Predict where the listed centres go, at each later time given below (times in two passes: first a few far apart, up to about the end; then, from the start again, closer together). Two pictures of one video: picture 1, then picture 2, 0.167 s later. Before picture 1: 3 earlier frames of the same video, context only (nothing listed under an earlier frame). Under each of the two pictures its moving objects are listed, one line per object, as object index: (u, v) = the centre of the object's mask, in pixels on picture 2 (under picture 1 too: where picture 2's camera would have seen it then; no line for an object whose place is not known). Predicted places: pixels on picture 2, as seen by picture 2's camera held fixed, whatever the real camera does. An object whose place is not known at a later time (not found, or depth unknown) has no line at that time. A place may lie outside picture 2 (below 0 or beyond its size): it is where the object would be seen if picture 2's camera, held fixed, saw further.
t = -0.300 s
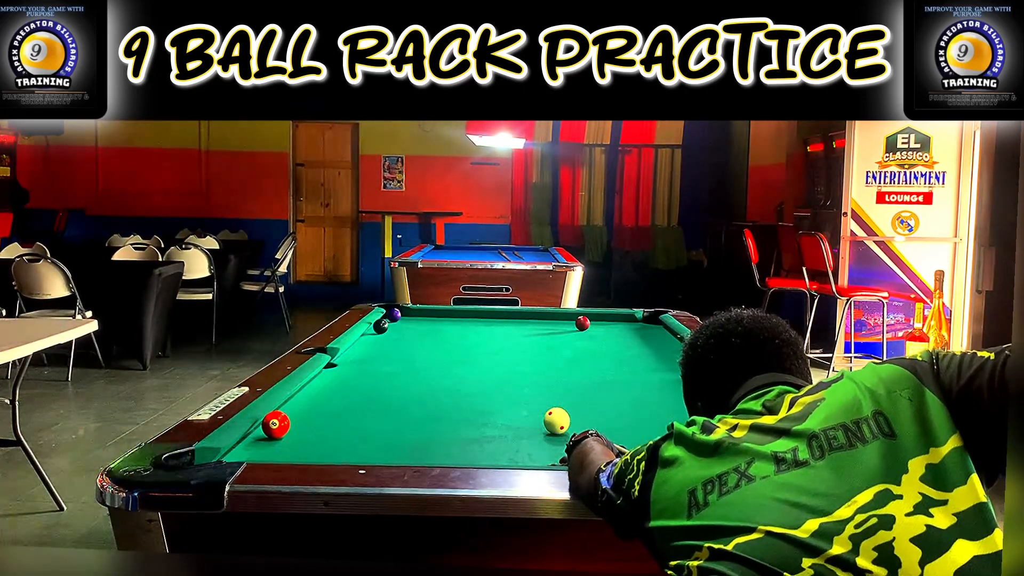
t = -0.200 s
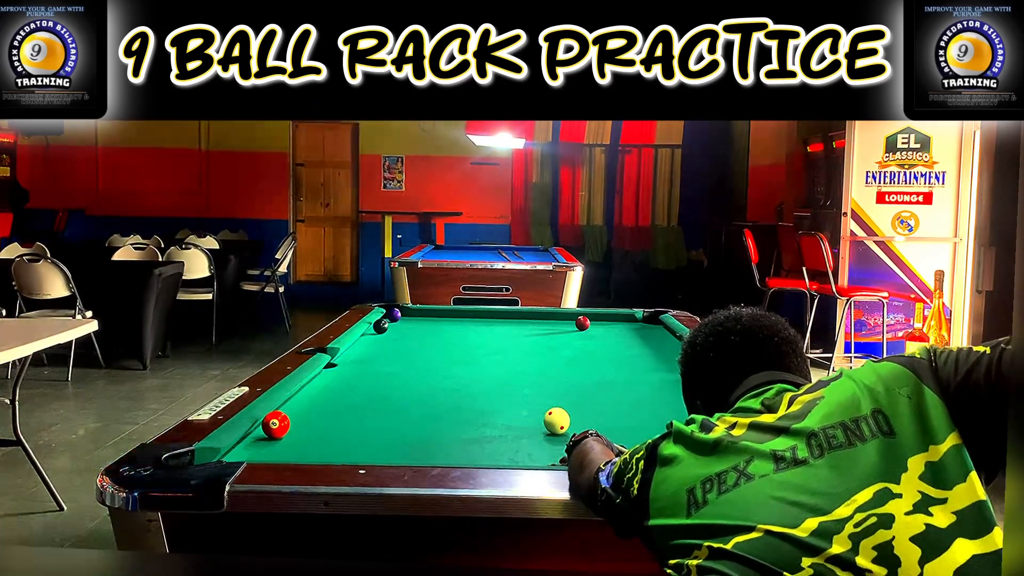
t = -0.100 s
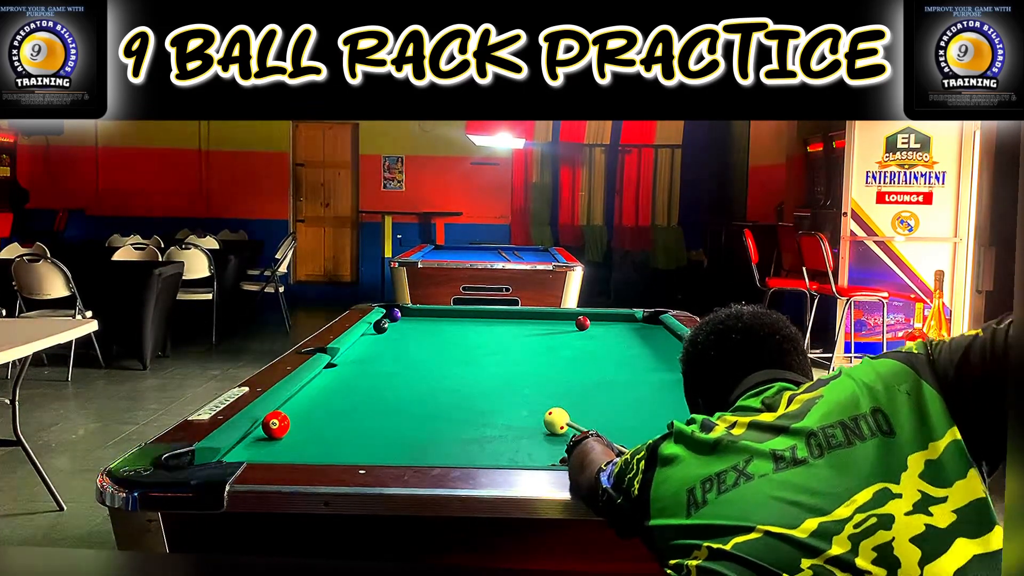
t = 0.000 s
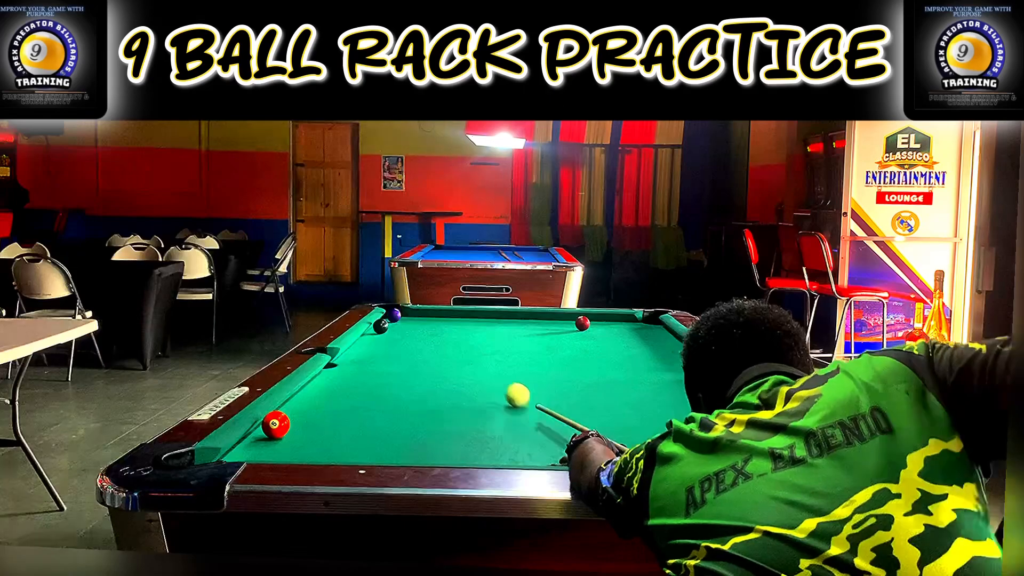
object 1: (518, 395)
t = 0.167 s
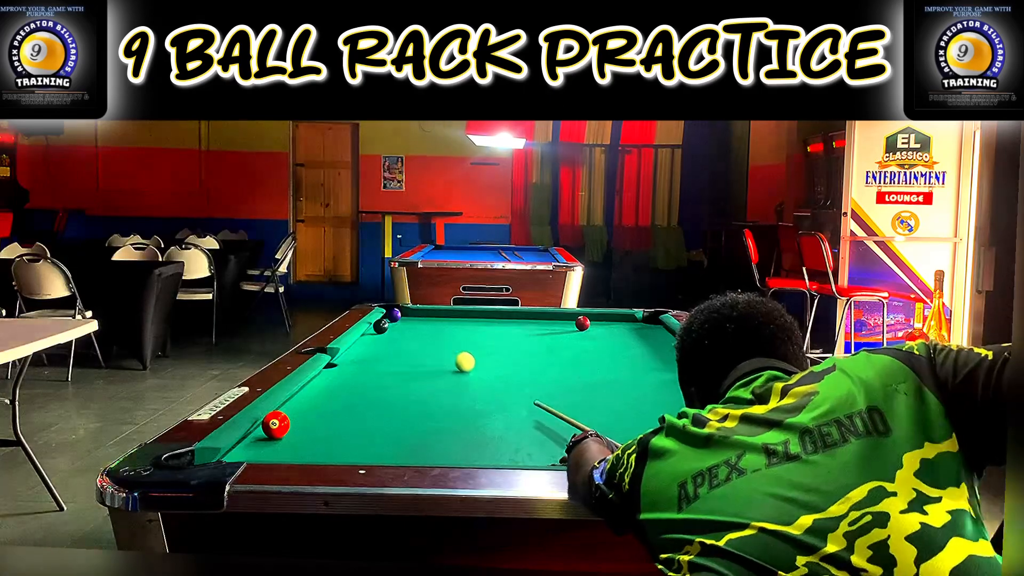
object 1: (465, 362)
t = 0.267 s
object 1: (441, 347)
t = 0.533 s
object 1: (395, 317)
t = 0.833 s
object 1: (402, 316)
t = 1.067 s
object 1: (413, 313)
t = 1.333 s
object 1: (423, 313)
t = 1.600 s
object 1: (431, 315)
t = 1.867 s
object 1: (439, 316)
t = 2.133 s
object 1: (446, 318)
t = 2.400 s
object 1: (452, 319)
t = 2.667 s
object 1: (457, 320)
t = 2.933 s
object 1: (462, 321)
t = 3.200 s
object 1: (466, 322)
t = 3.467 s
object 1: (470, 322)
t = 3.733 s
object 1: (472, 323)
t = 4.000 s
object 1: (474, 323)
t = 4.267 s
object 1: (475, 323)
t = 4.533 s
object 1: (475, 323)
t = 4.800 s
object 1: (475, 323)
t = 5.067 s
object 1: (475, 323)
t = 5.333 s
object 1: (475, 323)
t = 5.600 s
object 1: (475, 323)
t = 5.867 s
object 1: (475, 323)
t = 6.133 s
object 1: (475, 323)
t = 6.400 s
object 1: (475, 323)
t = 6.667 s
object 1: (475, 323)
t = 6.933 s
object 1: (475, 323)
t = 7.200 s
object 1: (475, 323)
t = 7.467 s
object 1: (475, 323)
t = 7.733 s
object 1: (475, 323)
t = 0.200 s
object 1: (457, 357)
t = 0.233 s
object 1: (449, 351)
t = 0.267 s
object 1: (441, 347)
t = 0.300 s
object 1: (434, 342)
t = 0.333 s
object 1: (428, 338)
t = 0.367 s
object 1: (421, 334)
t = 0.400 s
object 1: (415, 331)
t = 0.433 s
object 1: (410, 327)
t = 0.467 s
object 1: (405, 324)
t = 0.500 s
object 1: (400, 320)
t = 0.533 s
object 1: (395, 317)
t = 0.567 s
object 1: (392, 317)
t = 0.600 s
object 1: (390, 317)
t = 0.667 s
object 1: (393, 317)
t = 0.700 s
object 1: (395, 317)
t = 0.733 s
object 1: (397, 316)
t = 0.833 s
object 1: (402, 316)
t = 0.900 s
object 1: (406, 315)
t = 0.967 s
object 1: (409, 314)
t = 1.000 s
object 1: (410, 314)
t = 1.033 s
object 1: (412, 314)
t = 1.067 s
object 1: (413, 313)
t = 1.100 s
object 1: (415, 313)
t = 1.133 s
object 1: (416, 313)
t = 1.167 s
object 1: (418, 312)
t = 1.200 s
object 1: (419, 312)
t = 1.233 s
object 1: (420, 312)
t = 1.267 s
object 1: (421, 312)
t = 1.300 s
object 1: (422, 313)
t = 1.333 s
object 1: (423, 313)
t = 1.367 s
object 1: (424, 313)
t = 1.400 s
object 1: (425, 313)
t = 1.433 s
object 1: (426, 314)
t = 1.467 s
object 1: (427, 314)
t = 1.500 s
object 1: (428, 314)
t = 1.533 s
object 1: (429, 314)
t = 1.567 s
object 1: (430, 314)
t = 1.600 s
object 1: (431, 315)
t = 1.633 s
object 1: (432, 315)
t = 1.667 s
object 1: (433, 315)
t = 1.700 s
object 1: (434, 315)
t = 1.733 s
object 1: (435, 315)
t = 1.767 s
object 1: (436, 316)
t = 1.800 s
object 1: (437, 316)
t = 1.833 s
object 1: (438, 316)
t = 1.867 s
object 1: (439, 316)
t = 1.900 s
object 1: (440, 316)
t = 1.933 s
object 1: (441, 317)
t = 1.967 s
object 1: (442, 317)
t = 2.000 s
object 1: (442, 317)
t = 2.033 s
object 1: (443, 317)
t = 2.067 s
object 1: (444, 317)
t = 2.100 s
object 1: (445, 317)
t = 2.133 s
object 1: (446, 318)
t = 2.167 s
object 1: (447, 318)
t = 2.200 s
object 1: (447, 318)
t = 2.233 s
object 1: (448, 318)
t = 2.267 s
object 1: (449, 318)
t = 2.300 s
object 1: (449, 318)
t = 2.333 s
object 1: (450, 318)
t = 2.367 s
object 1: (451, 319)
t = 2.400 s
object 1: (452, 319)
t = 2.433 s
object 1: (452, 319)
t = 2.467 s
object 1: (453, 319)
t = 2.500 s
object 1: (454, 319)
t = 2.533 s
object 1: (454, 319)
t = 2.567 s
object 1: (455, 319)
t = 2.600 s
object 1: (456, 320)
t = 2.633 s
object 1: (456, 320)
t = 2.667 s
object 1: (457, 320)
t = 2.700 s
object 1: (458, 320)
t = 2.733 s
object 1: (458, 320)
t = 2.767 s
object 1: (459, 320)
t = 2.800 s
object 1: (460, 320)
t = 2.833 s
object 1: (460, 321)
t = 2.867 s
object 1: (461, 321)
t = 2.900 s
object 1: (461, 321)
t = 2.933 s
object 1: (462, 321)
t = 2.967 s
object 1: (463, 321)
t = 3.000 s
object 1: (463, 321)
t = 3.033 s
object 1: (464, 321)
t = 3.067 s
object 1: (464, 321)
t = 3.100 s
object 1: (465, 321)
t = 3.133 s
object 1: (465, 322)
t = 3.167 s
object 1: (466, 322)
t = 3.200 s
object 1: (466, 322)
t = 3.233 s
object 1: (467, 322)
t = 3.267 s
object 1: (467, 322)
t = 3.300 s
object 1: (468, 322)
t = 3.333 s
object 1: (468, 322)
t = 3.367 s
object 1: (469, 322)
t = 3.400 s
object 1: (469, 322)
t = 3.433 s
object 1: (469, 322)
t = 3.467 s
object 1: (470, 322)
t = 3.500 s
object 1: (470, 322)
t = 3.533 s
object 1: (471, 322)
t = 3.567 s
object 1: (471, 322)
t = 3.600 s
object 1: (471, 322)
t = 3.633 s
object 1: (472, 323)
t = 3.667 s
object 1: (472, 323)
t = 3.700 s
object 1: (472, 323)
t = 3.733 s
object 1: (472, 323)
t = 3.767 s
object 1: (473, 323)
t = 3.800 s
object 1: (473, 323)
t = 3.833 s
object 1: (473, 323)
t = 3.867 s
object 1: (473, 323)
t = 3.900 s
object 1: (473, 323)
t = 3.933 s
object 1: (474, 323)
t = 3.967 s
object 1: (474, 323)
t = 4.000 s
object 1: (474, 323)
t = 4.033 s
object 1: (474, 323)
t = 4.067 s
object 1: (474, 323)
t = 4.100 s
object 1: (474, 323)
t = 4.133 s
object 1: (474, 323)
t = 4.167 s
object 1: (475, 323)
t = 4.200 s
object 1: (475, 323)
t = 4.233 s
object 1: (475, 323)
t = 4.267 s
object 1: (475, 323)
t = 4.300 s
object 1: (475, 323)
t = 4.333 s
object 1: (475, 323)
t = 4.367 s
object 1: (475, 323)
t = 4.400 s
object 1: (475, 323)
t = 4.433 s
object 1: (475, 323)
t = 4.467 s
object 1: (475, 323)
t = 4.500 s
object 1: (475, 323)
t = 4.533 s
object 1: (475, 323)
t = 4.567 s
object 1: (475, 323)
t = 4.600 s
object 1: (475, 323)
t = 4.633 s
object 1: (475, 323)
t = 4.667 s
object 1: (475, 323)
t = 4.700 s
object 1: (475, 323)
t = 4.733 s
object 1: (475, 323)
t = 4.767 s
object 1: (475, 323)
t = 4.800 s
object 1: (475, 323)
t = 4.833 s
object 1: (475, 323)
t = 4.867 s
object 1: (475, 323)
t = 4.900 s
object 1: (475, 323)
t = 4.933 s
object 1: (475, 323)
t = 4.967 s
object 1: (475, 323)
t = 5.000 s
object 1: (475, 323)
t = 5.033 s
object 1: (475, 323)
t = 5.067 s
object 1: (475, 323)
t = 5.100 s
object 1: (475, 323)
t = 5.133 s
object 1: (475, 323)
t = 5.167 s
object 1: (475, 323)
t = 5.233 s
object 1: (475, 323)
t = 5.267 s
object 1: (475, 323)
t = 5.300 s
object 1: (475, 323)
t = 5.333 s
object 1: (475, 323)
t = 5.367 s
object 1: (475, 323)
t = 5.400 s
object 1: (475, 323)
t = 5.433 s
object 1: (475, 323)
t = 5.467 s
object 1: (475, 323)
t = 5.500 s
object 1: (475, 323)
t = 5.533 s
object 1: (475, 323)
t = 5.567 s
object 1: (475, 323)
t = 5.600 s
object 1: (475, 323)
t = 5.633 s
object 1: (475, 323)
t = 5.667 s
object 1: (475, 323)
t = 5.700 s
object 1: (475, 323)
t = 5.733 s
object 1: (475, 323)
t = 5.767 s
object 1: (475, 323)
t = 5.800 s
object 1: (475, 323)
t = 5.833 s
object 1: (475, 323)
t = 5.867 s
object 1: (475, 323)
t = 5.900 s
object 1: (475, 323)
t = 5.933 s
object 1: (475, 323)
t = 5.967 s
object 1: (475, 323)
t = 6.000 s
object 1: (475, 323)
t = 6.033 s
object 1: (475, 323)
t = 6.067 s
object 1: (475, 323)
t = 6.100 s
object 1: (475, 323)
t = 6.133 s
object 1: (475, 323)
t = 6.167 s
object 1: (475, 323)
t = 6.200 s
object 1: (475, 323)
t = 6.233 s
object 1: (475, 323)
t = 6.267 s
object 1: (475, 323)
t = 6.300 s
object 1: (475, 323)
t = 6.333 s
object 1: (475, 323)
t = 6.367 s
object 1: (475, 323)
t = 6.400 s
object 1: (475, 323)
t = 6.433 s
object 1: (475, 323)
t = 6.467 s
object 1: (475, 323)
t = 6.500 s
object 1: (475, 323)
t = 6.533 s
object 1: (475, 323)
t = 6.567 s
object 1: (475, 323)
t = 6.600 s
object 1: (475, 323)
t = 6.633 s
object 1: (475, 323)
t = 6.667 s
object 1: (475, 323)
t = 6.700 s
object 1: (475, 323)
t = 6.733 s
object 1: (475, 323)
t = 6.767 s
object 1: (475, 323)
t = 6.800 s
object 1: (475, 323)
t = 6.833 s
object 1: (475, 323)
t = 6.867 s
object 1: (475, 323)
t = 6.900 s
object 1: (475, 323)
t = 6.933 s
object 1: (475, 323)
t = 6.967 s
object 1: (475, 323)
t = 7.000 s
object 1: (475, 323)
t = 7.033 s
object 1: (475, 323)
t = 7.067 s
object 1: (475, 323)
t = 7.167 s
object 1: (475, 323)
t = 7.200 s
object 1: (475, 323)
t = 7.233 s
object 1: (475, 323)
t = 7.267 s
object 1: (475, 323)
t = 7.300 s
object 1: (475, 323)
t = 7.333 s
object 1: (475, 323)
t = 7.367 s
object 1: (475, 323)
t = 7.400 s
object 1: (475, 323)
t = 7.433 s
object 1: (475, 323)
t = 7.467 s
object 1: (475, 323)
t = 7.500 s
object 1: (475, 323)
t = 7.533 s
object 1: (475, 323)
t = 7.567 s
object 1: (475, 323)
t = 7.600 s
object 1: (475, 323)
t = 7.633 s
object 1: (475, 323)
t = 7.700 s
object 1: (475, 323)
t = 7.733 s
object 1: (475, 323)
